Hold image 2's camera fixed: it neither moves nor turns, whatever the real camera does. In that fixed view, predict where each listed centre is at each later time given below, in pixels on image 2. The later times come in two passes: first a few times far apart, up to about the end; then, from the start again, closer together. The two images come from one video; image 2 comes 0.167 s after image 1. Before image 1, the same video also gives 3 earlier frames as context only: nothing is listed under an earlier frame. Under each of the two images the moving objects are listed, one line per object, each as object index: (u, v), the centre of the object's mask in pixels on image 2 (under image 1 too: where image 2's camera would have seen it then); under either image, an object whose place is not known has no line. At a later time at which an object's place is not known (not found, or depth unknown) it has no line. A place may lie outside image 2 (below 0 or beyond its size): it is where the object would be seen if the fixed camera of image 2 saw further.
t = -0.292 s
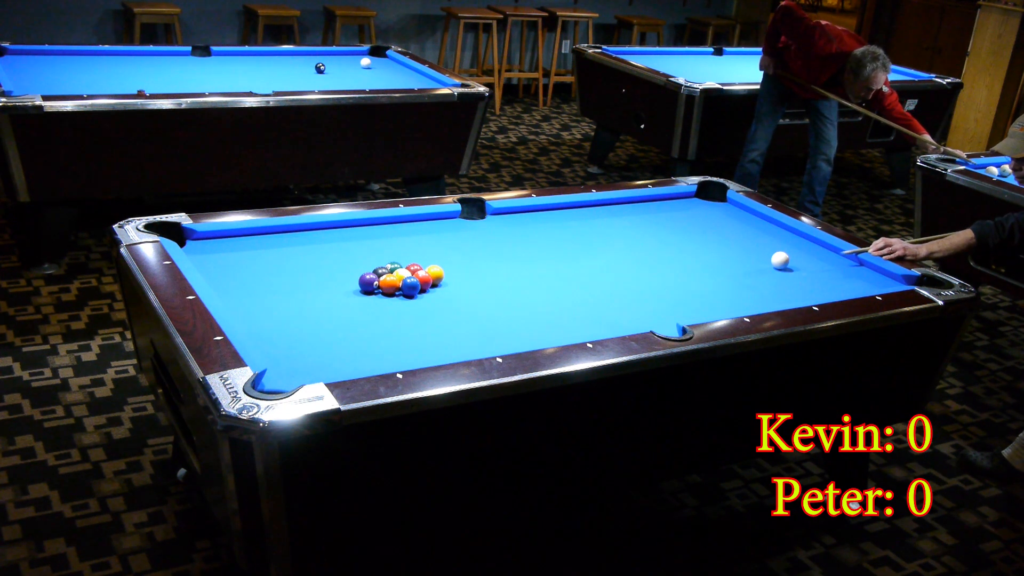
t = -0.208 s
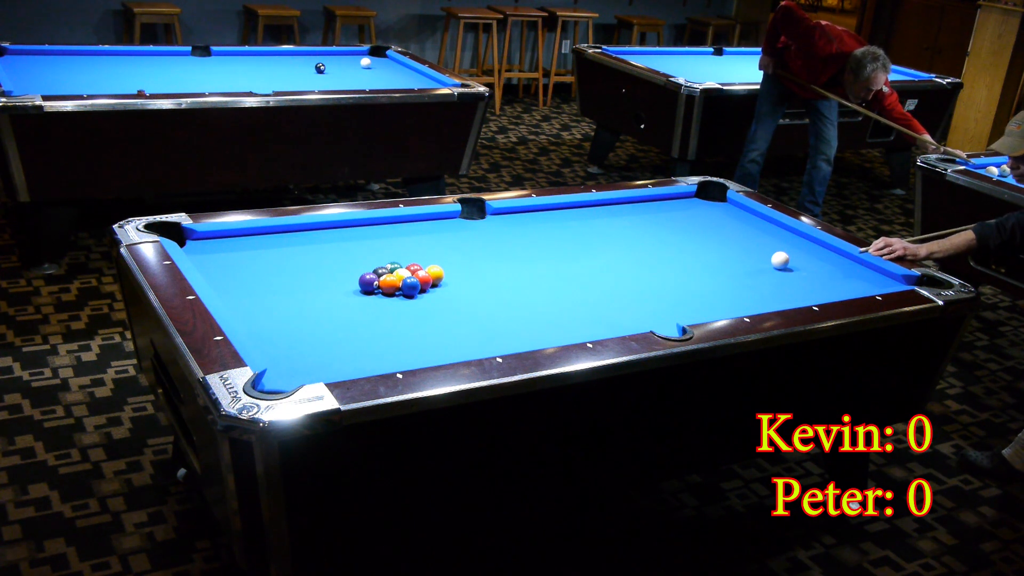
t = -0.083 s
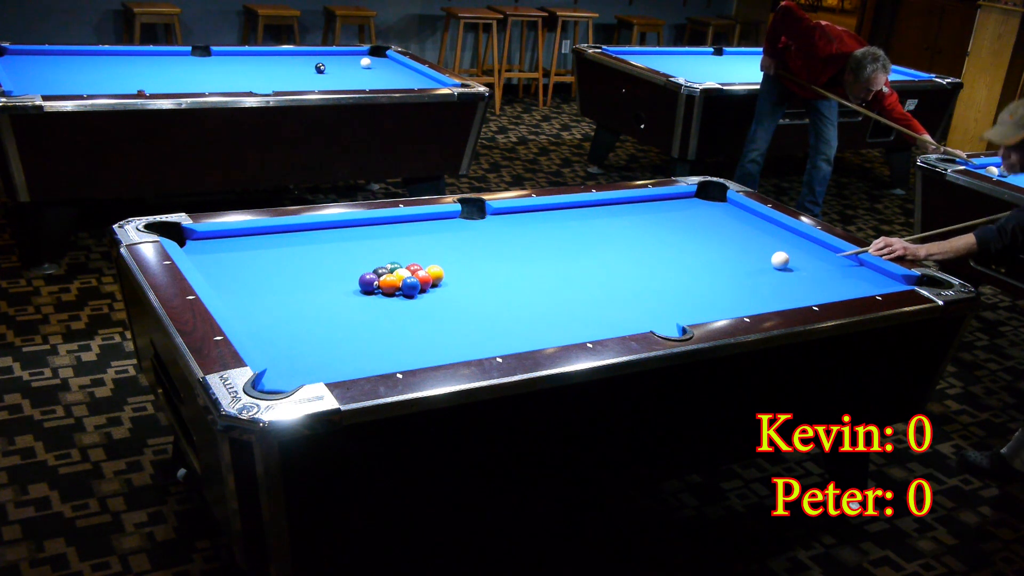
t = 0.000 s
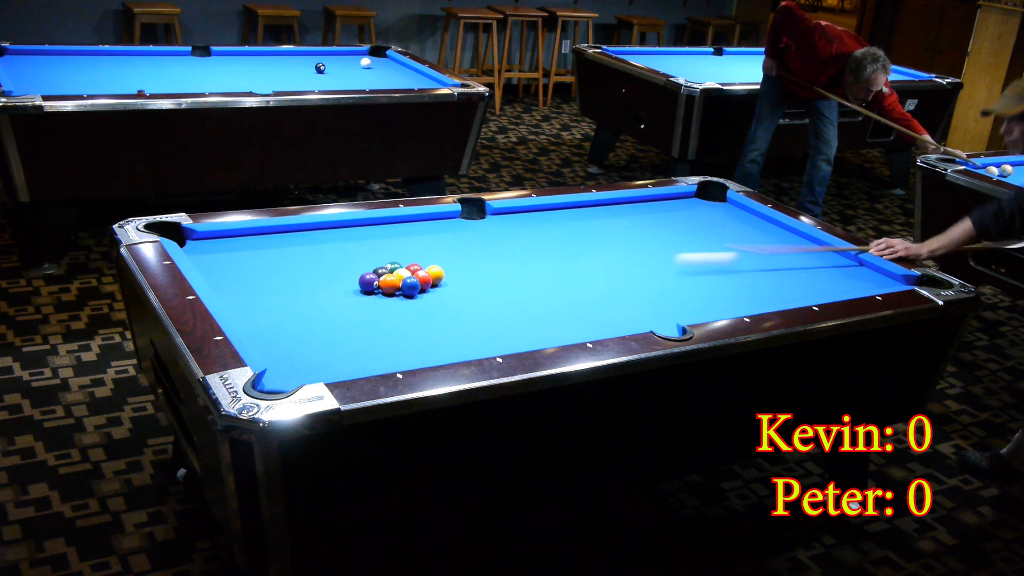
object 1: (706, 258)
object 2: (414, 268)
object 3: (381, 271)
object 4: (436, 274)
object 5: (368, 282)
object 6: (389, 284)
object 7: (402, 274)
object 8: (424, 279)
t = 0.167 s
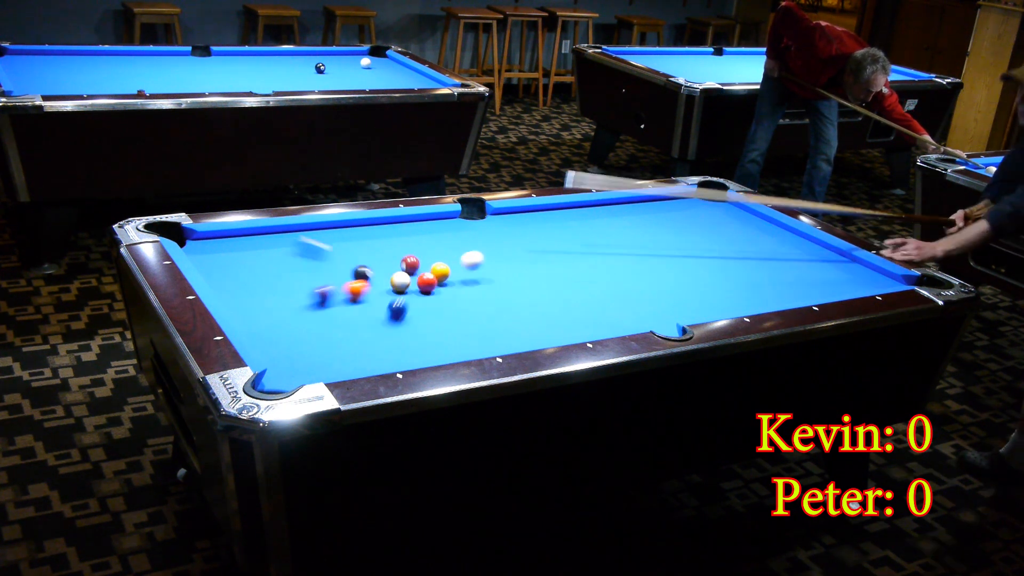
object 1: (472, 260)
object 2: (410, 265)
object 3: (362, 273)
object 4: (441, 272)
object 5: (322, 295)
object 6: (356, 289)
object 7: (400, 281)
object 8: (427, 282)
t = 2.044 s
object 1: (626, 250)
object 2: (522, 263)
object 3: (274, 236)
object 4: (565, 256)
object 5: (636, 292)
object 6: (609, 268)
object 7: (438, 282)
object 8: (524, 315)
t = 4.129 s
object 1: (644, 244)
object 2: (645, 307)
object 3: (349, 241)
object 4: (579, 208)
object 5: (731, 233)
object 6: (785, 234)
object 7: (505, 268)
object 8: (537, 321)
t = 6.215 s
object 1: (644, 244)
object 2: (666, 316)
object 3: (350, 241)
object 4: (587, 207)
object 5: (751, 212)
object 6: (758, 233)
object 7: (507, 268)
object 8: (537, 320)
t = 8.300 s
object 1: (644, 244)
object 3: (350, 241)
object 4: (587, 207)
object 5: (750, 212)
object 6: (758, 233)
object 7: (507, 268)
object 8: (537, 320)
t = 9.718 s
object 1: (644, 244)
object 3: (350, 241)
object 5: (750, 212)
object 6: (759, 233)
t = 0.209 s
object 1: (484, 260)
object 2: (408, 260)
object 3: (351, 274)
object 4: (445, 273)
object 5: (291, 303)
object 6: (334, 294)
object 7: (399, 283)
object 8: (430, 283)
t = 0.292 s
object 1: (507, 266)
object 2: (405, 252)
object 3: (331, 272)
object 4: (452, 274)
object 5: (246, 318)
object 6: (294, 302)
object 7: (398, 287)
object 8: (435, 285)
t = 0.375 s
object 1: (526, 267)
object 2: (403, 244)
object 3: (312, 271)
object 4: (460, 273)
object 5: (288, 315)
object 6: (256, 309)
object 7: (397, 291)
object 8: (441, 287)
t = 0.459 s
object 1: (541, 266)
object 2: (401, 237)
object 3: (292, 268)
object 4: (468, 273)
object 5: (323, 313)
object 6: (253, 313)
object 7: (395, 295)
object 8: (447, 289)
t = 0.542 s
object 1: (552, 265)
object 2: (399, 229)
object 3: (273, 266)
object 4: (476, 272)
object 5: (353, 312)
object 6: (297, 320)
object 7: (394, 298)
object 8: (452, 291)
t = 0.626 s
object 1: (558, 264)
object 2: (397, 223)
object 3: (255, 265)
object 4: (483, 272)
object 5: (384, 311)
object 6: (343, 329)
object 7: (394, 299)
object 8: (457, 292)
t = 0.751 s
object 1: (567, 262)
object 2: (406, 224)
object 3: (228, 262)
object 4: (494, 271)
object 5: (422, 317)
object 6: (406, 342)
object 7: (395, 299)
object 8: (465, 295)
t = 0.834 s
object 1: (572, 261)
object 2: (414, 226)
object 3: (210, 260)
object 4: (501, 271)
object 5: (449, 321)
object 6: (447, 348)
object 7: (396, 298)
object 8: (470, 297)
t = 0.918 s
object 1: (577, 260)
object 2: (422, 229)
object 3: (198, 258)
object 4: (507, 270)
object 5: (475, 324)
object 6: (466, 343)
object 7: (398, 297)
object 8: (475, 298)
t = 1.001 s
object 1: (582, 259)
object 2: (430, 232)
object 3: (204, 255)
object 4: (514, 270)
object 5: (501, 328)
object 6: (478, 336)
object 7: (400, 295)
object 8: (480, 300)
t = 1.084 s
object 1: (587, 259)
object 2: (438, 234)
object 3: (210, 252)
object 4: (519, 269)
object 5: (526, 332)
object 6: (490, 327)
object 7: (401, 294)
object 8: (484, 301)
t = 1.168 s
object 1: (591, 258)
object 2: (446, 237)
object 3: (216, 249)
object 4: (525, 269)
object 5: (552, 333)
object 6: (501, 320)
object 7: (403, 293)
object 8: (488, 303)
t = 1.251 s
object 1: (595, 257)
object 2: (453, 239)
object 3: (222, 246)
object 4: (531, 269)
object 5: (566, 331)
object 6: (513, 312)
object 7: (404, 292)
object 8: (493, 304)
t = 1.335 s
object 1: (599, 256)
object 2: (461, 242)
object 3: (228, 243)
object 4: (537, 268)
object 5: (575, 327)
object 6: (523, 305)
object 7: (405, 291)
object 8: (496, 305)
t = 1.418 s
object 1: (603, 255)
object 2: (468, 245)
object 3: (233, 240)
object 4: (542, 268)
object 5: (584, 323)
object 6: (533, 298)
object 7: (406, 290)
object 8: (500, 307)
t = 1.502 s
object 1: (607, 254)
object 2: (476, 247)
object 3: (238, 238)
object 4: (547, 268)
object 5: (592, 319)
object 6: (543, 292)
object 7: (408, 289)
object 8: (504, 308)
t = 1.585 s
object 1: (610, 253)
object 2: (483, 250)
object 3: (243, 235)
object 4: (552, 267)
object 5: (599, 315)
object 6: (552, 285)
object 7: (409, 288)
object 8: (507, 309)
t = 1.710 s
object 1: (615, 252)
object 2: (494, 254)
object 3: (251, 234)
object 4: (558, 265)
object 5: (610, 308)
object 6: (565, 277)
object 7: (417, 287)
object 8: (512, 311)
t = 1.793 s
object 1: (618, 252)
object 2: (501, 256)
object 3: (257, 234)
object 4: (561, 265)
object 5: (617, 304)
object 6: (575, 273)
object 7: (423, 285)
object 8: (515, 312)
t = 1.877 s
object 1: (621, 251)
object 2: (508, 258)
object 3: (263, 234)
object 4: (563, 262)
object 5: (624, 300)
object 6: (587, 271)
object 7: (428, 285)
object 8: (518, 313)
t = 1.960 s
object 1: (623, 250)
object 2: (515, 261)
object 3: (269, 235)
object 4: (564, 259)
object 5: (630, 296)
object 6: (598, 270)
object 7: (433, 284)
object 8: (521, 314)
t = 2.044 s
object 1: (626, 250)
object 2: (522, 263)
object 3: (274, 236)
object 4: (565, 256)
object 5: (636, 292)
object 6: (609, 268)
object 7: (438, 282)
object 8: (524, 315)
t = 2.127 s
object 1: (628, 249)
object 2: (529, 266)
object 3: (279, 236)
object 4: (566, 253)
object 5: (642, 289)
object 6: (619, 266)
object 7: (443, 282)
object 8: (526, 316)
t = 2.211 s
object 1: (630, 247)
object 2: (535, 268)
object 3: (284, 236)
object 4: (567, 250)
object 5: (648, 285)
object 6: (629, 264)
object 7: (448, 281)
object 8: (528, 316)
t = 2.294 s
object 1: (631, 247)
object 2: (541, 270)
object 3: (289, 237)
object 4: (569, 248)
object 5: (653, 282)
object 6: (639, 262)
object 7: (453, 280)
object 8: (530, 317)
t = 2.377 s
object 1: (633, 247)
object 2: (548, 272)
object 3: (293, 237)
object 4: (570, 245)
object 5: (659, 279)
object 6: (648, 260)
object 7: (457, 279)
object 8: (532, 318)
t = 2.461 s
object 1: (635, 246)
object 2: (554, 274)
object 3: (298, 238)
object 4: (570, 243)
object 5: (664, 276)
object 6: (657, 259)
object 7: (461, 278)
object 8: (533, 318)
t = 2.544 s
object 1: (636, 246)
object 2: (560, 277)
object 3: (302, 238)
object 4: (571, 240)
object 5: (669, 273)
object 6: (666, 256)
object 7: (465, 277)
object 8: (534, 319)
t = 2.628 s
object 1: (638, 246)
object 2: (565, 279)
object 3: (307, 238)
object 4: (572, 238)
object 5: (674, 270)
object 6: (675, 254)
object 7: (469, 277)
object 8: (535, 320)
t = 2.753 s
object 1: (640, 245)
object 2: (574, 281)
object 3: (312, 239)
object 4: (573, 235)
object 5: (681, 266)
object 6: (688, 252)
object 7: (474, 275)
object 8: (536, 320)
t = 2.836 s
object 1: (641, 245)
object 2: (579, 284)
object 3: (316, 239)
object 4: (574, 233)
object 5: (685, 264)
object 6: (695, 252)
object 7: (477, 275)
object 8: (537, 320)
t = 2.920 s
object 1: (642, 245)
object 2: (585, 286)
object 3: (319, 239)
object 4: (575, 231)
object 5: (689, 261)
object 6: (703, 251)
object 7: (480, 274)
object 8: (537, 321)
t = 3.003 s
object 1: (643, 245)
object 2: (590, 287)
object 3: (323, 240)
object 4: (575, 229)
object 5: (693, 259)
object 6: (710, 249)
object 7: (482, 273)
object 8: (537, 321)
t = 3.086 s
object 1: (643, 244)
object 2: (595, 289)
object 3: (326, 240)
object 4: (576, 227)
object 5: (696, 256)
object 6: (717, 248)
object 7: (485, 273)
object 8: (537, 321)
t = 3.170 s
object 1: (644, 244)
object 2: (600, 291)
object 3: (329, 240)
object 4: (577, 225)
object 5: (700, 254)
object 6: (723, 247)
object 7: (488, 272)
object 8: (537, 321)
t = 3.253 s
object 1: (644, 244)
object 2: (605, 293)
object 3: (332, 240)
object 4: (577, 223)
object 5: (704, 252)
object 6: (730, 245)
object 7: (490, 272)
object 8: (537, 321)
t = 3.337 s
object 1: (644, 244)
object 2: (609, 294)
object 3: (334, 240)
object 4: (578, 222)
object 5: (707, 250)
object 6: (736, 244)
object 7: (492, 271)
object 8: (537, 321)
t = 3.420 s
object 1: (644, 244)
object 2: (614, 296)
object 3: (336, 240)
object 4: (578, 220)
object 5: (710, 248)
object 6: (742, 243)
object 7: (494, 271)
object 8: (537, 321)
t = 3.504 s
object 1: (644, 244)
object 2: (618, 297)
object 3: (339, 240)
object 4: (579, 218)
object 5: (713, 246)
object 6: (748, 242)
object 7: (496, 270)
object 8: (537, 321)
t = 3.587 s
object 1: (644, 244)
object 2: (622, 299)
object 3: (341, 240)
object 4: (579, 217)
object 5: (716, 244)
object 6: (754, 241)
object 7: (498, 270)
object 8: (537, 321)
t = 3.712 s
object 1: (644, 244)
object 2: (628, 301)
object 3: (343, 241)
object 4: (579, 215)
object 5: (720, 241)
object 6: (762, 239)
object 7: (500, 269)
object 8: (537, 321)
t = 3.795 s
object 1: (644, 244)
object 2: (632, 302)
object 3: (345, 241)
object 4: (579, 213)
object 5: (722, 240)
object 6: (767, 238)
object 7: (501, 269)
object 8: (537, 321)
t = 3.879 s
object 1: (644, 244)
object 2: (635, 304)
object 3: (346, 241)
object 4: (580, 212)
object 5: (725, 238)
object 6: (772, 237)
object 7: (502, 268)
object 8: (537, 321)
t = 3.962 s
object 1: (644, 244)
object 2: (639, 305)
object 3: (347, 241)
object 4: (580, 211)
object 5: (727, 236)
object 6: (777, 236)
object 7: (503, 268)
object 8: (537, 321)
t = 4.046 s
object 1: (644, 244)
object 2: (642, 306)
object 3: (348, 241)
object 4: (580, 210)
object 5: (729, 235)
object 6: (781, 235)
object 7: (504, 268)
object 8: (537, 321)
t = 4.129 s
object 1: (644, 244)
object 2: (645, 307)
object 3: (349, 241)
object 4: (579, 208)
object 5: (731, 233)
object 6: (785, 234)
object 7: (505, 268)
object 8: (537, 321)
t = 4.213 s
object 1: (644, 244)
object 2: (647, 308)
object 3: (349, 241)
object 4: (579, 207)
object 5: (733, 232)
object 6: (789, 233)
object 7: (506, 268)
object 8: (537, 321)
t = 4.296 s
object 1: (644, 244)
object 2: (650, 309)
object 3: (350, 241)
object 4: (579, 206)
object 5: (735, 230)
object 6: (793, 232)
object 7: (506, 268)
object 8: (537, 321)
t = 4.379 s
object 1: (644, 244)
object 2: (652, 310)
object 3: (350, 241)
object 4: (579, 205)
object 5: (737, 229)
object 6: (792, 232)
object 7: (507, 268)
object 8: (537, 321)
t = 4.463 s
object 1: (644, 244)
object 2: (654, 311)
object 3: (350, 241)
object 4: (580, 205)
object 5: (739, 227)
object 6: (790, 232)
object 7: (507, 268)
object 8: (537, 321)
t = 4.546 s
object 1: (644, 244)
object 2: (656, 312)
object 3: (350, 241)
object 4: (582, 206)
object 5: (740, 227)
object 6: (787, 233)
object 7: (507, 268)
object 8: (537, 321)
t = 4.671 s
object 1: (644, 244)
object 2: (659, 313)
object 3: (350, 241)
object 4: (584, 206)
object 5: (742, 225)
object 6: (783, 233)
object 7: (507, 268)
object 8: (537, 321)
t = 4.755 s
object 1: (644, 244)
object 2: (660, 314)
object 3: (350, 241)
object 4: (585, 206)
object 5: (743, 224)
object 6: (780, 232)
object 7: (507, 268)
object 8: (537, 321)
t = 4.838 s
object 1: (644, 244)
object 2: (662, 314)
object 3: (350, 241)
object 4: (586, 206)
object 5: (744, 223)
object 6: (778, 233)
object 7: (507, 268)
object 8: (537, 321)
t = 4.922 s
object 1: (644, 244)
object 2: (663, 315)
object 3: (350, 241)
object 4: (586, 207)
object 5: (745, 222)
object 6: (776, 233)
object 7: (507, 268)
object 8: (537, 321)
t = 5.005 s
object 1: (644, 244)
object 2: (664, 315)
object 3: (350, 241)
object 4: (587, 207)
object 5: (746, 221)
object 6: (773, 233)
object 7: (507, 268)
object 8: (537, 321)
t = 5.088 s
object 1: (644, 244)
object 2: (665, 315)
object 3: (350, 241)
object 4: (587, 207)
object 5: (747, 220)
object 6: (772, 233)
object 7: (507, 268)
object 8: (537, 321)
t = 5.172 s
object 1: (644, 244)
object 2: (665, 315)
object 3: (350, 241)
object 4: (587, 207)
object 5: (748, 219)
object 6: (770, 233)
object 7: (507, 268)
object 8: (537, 321)
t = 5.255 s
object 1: (644, 244)
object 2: (666, 316)
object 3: (350, 241)
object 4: (587, 207)
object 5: (749, 218)
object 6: (768, 233)
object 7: (507, 268)
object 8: (537, 321)
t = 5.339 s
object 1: (644, 244)
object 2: (666, 316)
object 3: (350, 241)
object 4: (587, 207)
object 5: (750, 217)
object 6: (766, 233)
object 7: (507, 268)
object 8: (537, 321)
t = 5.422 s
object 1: (644, 244)
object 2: (666, 316)
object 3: (350, 241)
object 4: (587, 207)
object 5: (750, 217)
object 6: (765, 233)
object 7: (507, 268)
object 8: (537, 321)
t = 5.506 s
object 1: (644, 244)
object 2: (666, 316)
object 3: (350, 241)
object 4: (587, 207)
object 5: (750, 216)
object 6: (763, 233)
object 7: (507, 268)
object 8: (537, 321)
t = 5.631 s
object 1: (644, 244)
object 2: (666, 316)
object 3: (350, 241)
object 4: (587, 207)
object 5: (751, 215)
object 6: (762, 233)
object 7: (507, 268)
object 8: (537, 321)
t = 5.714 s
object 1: (644, 244)
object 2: (666, 316)
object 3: (350, 241)
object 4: (587, 207)
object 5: (750, 214)
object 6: (761, 233)
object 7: (507, 268)
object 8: (537, 321)
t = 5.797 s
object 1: (644, 244)
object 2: (666, 316)
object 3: (350, 241)
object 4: (587, 207)
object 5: (751, 214)
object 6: (760, 233)
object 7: (507, 268)
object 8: (537, 321)
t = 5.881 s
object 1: (644, 244)
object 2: (666, 316)
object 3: (350, 241)
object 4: (587, 207)
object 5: (751, 213)
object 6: (759, 233)
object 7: (507, 268)
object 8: (537, 320)
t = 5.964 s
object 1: (644, 244)
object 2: (666, 316)
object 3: (350, 241)
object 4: (587, 207)
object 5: (752, 213)
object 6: (759, 233)
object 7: (507, 268)
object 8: (537, 320)
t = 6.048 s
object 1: (644, 244)
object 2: (666, 316)
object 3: (350, 241)
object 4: (587, 207)
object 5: (752, 212)
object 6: (759, 233)
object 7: (507, 268)
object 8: (537, 320)
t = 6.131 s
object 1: (644, 244)
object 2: (666, 316)
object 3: (350, 241)
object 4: (587, 207)
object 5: (751, 212)
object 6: (758, 233)
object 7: (507, 268)
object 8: (537, 321)
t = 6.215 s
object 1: (644, 244)
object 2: (666, 316)
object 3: (350, 241)
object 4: (587, 207)
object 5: (751, 212)
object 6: (758, 233)
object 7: (507, 268)
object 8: (537, 320)
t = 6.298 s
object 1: (644, 244)
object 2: (666, 316)
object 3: (350, 241)
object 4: (587, 207)
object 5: (751, 212)
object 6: (758, 233)
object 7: (507, 268)
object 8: (537, 321)
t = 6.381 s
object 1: (644, 244)
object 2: (666, 316)
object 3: (350, 241)
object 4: (587, 207)
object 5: (750, 212)
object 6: (758, 233)
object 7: (507, 268)
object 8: (537, 320)
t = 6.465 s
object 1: (644, 244)
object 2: (666, 316)
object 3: (350, 241)
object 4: (587, 207)
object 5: (751, 212)
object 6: (758, 233)
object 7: (507, 268)
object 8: (537, 320)
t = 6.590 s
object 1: (644, 244)
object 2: (666, 316)
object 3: (350, 241)
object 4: (587, 207)
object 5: (750, 212)
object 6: (758, 233)
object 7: (507, 268)
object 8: (537, 320)
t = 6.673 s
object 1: (644, 244)
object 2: (666, 316)
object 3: (350, 241)
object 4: (587, 207)
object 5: (750, 212)
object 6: (758, 233)
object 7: (507, 268)
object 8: (537, 321)
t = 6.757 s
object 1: (644, 244)
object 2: (666, 316)
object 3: (350, 241)
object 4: (587, 207)
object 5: (750, 212)
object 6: (758, 233)
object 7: (507, 268)
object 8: (537, 321)
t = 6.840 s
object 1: (644, 244)
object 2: (666, 316)
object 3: (350, 241)
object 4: (587, 207)
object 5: (750, 212)
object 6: (758, 233)
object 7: (507, 268)
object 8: (537, 320)
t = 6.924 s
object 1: (644, 244)
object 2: (666, 316)
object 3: (350, 241)
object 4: (587, 207)
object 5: (750, 212)
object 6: (758, 233)
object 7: (507, 268)
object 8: (537, 321)
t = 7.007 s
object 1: (644, 244)
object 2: (666, 316)
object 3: (350, 241)
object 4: (587, 207)
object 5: (750, 212)
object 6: (758, 233)
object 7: (507, 268)
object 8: (537, 320)
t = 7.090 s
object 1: (644, 244)
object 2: (666, 316)
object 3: (350, 241)
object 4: (587, 207)
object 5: (750, 212)
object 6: (759, 233)
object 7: (507, 268)
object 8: (537, 321)
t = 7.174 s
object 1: (644, 244)
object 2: (666, 316)
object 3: (350, 241)
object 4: (587, 207)
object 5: (750, 212)
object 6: (758, 233)
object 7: (507, 268)
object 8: (537, 320)
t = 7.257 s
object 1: (644, 244)
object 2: (666, 316)
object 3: (350, 241)
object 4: (587, 207)
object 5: (750, 212)
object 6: (758, 233)
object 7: (507, 268)
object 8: (537, 320)
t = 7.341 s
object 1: (644, 244)
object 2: (666, 316)
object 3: (350, 241)
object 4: (587, 207)
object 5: (750, 212)
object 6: (758, 233)
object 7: (507, 268)
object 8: (537, 320)
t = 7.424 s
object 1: (644, 244)
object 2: (666, 316)
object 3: (350, 241)
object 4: (587, 207)
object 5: (750, 212)
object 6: (758, 233)
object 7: (507, 268)
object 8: (537, 320)
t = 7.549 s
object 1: (644, 244)
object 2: (666, 316)
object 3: (350, 241)
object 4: (587, 207)
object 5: (750, 212)
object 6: (758, 233)
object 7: (507, 268)
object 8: (537, 321)
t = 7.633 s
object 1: (644, 244)
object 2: (666, 316)
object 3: (350, 241)
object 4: (587, 207)
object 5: (750, 212)
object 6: (758, 233)
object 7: (507, 268)
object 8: (537, 320)
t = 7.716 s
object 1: (644, 244)
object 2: (666, 316)
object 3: (350, 241)
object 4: (587, 207)
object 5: (750, 212)
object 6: (758, 233)
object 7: (507, 268)
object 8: (537, 320)
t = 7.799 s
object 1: (644, 244)
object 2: (666, 316)
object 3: (350, 241)
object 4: (587, 207)
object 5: (750, 211)
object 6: (758, 233)
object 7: (507, 268)
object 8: (537, 321)
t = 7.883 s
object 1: (644, 244)
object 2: (666, 316)
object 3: (350, 241)
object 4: (587, 207)
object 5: (750, 212)
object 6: (758, 233)
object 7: (507, 268)
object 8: (537, 320)
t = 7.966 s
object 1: (644, 244)
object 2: (666, 316)
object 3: (350, 241)
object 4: (587, 207)
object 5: (750, 212)
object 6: (758, 233)
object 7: (507, 268)
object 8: (537, 320)
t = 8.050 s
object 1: (644, 244)
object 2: (666, 316)
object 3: (350, 241)
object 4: (587, 207)
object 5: (750, 212)
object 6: (758, 233)
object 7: (507, 268)
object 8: (537, 321)
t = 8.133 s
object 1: (644, 244)
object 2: (666, 316)
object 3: (350, 241)
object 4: (587, 207)
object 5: (750, 212)
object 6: (758, 233)
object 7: (507, 268)
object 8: (537, 320)
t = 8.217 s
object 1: (644, 244)
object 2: (666, 316)
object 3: (350, 241)
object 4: (587, 207)
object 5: (750, 212)
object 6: (758, 233)
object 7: (507, 268)
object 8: (537, 320)
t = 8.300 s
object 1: (644, 244)
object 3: (350, 241)
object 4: (587, 207)
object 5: (750, 212)
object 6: (758, 233)
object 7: (507, 268)
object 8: (537, 320)
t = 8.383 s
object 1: (644, 244)
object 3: (350, 241)
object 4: (587, 207)
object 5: (750, 212)
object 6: (758, 233)
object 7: (507, 268)
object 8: (537, 320)
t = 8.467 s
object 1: (644, 244)
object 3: (350, 241)
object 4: (587, 207)
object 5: (750, 212)
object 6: (758, 233)
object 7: (507, 268)
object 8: (537, 320)
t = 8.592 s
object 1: (644, 244)
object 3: (350, 241)
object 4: (587, 207)
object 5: (750, 212)
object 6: (758, 233)
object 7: (507, 268)
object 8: (537, 320)
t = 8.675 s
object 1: (644, 244)
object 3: (350, 241)
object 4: (587, 207)
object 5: (750, 212)
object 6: (758, 233)
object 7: (507, 268)
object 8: (537, 320)
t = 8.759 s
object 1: (644, 244)
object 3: (350, 241)
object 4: (587, 207)
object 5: (750, 212)
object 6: (758, 233)
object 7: (507, 268)
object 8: (537, 320)
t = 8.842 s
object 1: (644, 244)
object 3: (350, 241)
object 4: (587, 207)
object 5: (750, 212)
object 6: (758, 233)
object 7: (507, 268)
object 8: (537, 320)
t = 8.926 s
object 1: (644, 244)
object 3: (350, 241)
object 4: (587, 207)
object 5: (750, 212)
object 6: (759, 233)
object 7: (507, 268)
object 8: (537, 320)
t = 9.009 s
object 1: (644, 244)
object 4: (587, 207)
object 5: (750, 212)
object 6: (758, 233)
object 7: (507, 268)
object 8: (537, 320)
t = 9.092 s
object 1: (644, 244)
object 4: (587, 207)
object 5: (750, 212)
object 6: (759, 233)
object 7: (507, 268)
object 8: (537, 321)
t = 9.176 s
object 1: (644, 244)
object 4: (587, 207)
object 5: (750, 212)
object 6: (758, 233)
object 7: (507, 268)
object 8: (537, 321)
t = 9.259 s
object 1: (644, 244)
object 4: (587, 207)
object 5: (750, 212)
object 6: (758, 233)
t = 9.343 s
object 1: (644, 244)
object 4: (587, 207)
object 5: (750, 212)
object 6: (758, 233)
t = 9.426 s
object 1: (644, 244)
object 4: (587, 207)
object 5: (750, 212)
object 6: (758, 233)
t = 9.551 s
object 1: (644, 244)
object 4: (587, 207)
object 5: (750, 212)
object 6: (758, 233)
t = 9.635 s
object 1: (644, 244)
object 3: (347, 240)
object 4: (587, 207)
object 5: (750, 212)
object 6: (758, 233)
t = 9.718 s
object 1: (644, 244)
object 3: (350, 241)
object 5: (750, 212)
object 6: (759, 233)
